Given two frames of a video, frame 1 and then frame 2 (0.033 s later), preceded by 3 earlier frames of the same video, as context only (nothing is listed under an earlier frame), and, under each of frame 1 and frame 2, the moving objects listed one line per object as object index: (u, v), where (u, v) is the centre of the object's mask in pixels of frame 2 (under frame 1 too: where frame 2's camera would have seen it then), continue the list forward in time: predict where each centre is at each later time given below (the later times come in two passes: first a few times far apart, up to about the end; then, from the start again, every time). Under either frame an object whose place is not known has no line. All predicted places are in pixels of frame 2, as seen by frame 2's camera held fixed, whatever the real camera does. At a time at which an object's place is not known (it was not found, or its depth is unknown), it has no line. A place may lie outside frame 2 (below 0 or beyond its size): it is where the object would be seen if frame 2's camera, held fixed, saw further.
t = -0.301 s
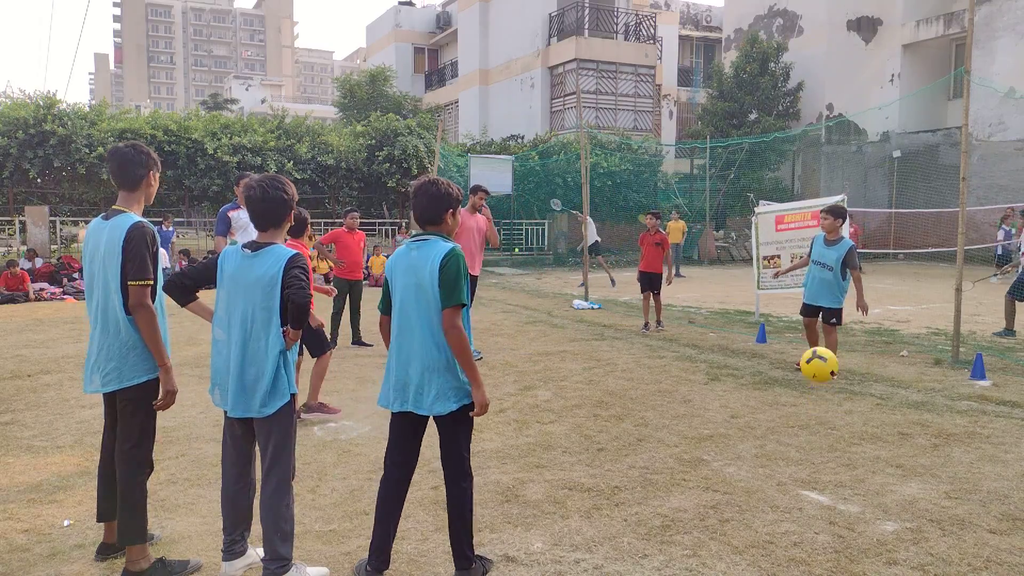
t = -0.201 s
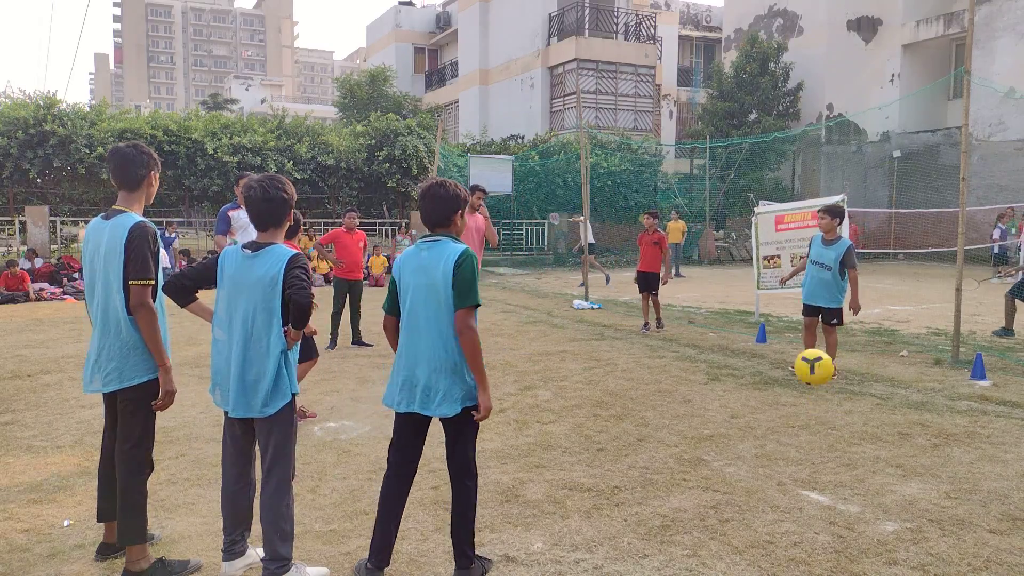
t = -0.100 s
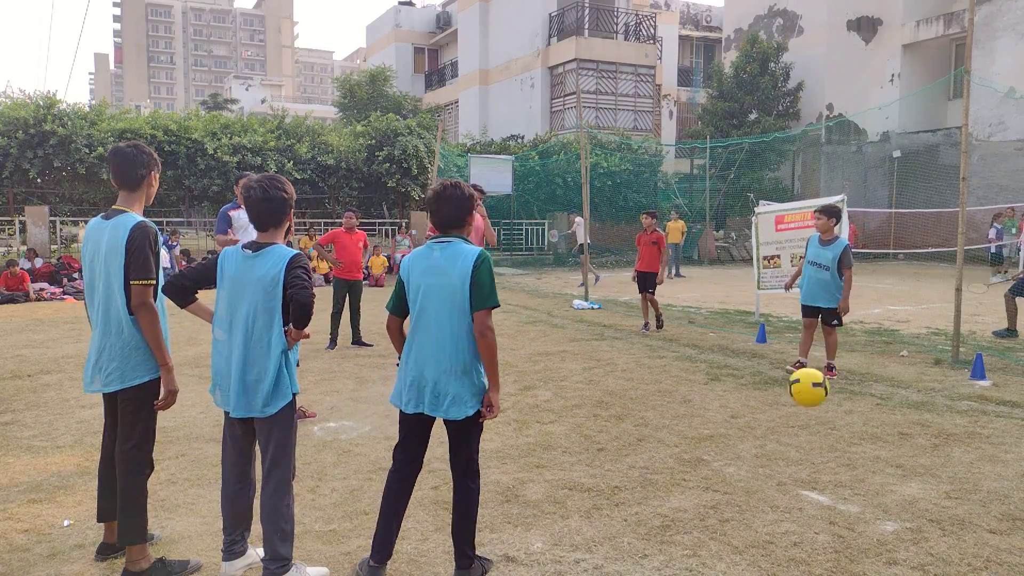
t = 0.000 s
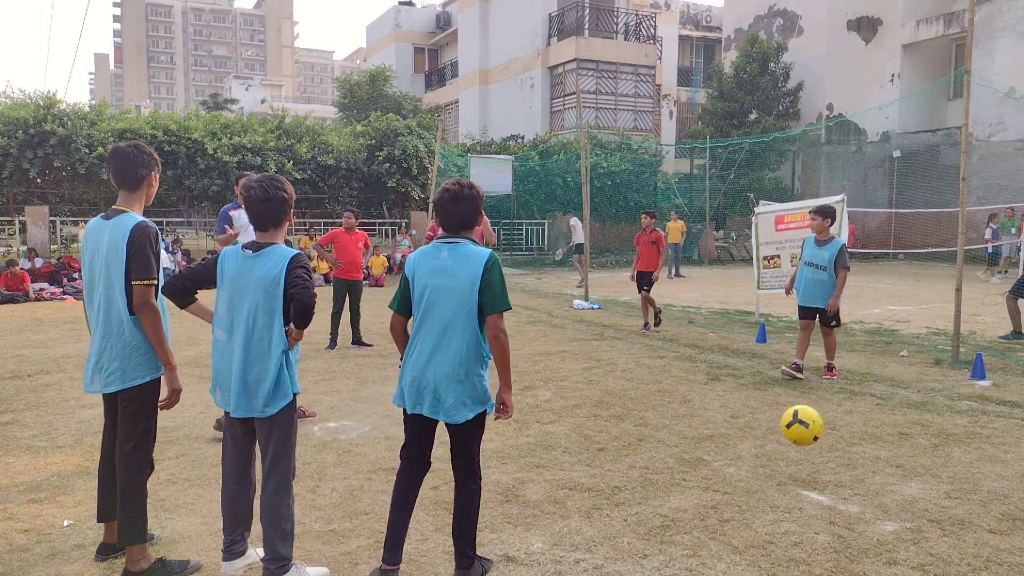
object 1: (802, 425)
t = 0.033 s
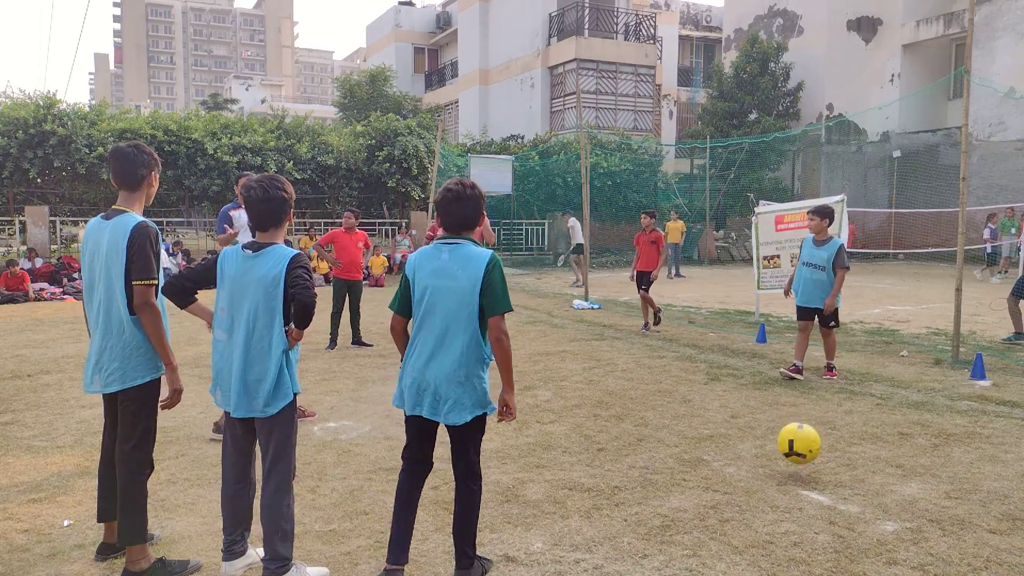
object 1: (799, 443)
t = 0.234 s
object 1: (785, 433)
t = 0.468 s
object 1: (761, 488)
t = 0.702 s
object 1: (744, 501)
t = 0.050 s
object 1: (797, 452)
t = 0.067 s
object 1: (796, 460)
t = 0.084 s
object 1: (795, 455)
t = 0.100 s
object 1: (794, 451)
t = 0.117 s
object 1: (793, 447)
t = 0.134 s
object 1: (792, 444)
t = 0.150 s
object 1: (791, 441)
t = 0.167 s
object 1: (790, 438)
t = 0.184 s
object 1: (789, 436)
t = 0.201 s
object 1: (787, 434)
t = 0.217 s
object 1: (786, 433)
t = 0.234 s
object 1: (785, 433)
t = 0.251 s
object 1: (783, 432)
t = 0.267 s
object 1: (782, 432)
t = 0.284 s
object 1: (780, 433)
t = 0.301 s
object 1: (779, 435)
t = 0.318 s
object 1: (778, 437)
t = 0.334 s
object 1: (776, 440)
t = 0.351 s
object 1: (774, 443)
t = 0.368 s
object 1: (772, 448)
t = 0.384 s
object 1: (771, 452)
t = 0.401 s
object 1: (768, 458)
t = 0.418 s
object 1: (767, 464)
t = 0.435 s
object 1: (765, 471)
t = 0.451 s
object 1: (764, 479)
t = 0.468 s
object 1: (761, 488)
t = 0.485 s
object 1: (759, 497)
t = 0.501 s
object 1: (758, 507)
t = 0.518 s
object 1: (756, 514)
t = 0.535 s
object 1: (755, 511)
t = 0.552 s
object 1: (754, 507)
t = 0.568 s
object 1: (753, 504)
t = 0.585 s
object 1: (752, 501)
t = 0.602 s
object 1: (751, 499)
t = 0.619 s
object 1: (750, 498)
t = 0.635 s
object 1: (749, 497)
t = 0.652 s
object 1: (748, 497)
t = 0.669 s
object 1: (746, 497)
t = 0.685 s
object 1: (745, 499)
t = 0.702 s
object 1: (744, 501)
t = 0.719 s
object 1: (742, 504)
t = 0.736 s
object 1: (741, 508)
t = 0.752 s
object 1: (739, 512)
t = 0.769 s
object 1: (738, 517)
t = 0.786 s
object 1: (737, 524)
